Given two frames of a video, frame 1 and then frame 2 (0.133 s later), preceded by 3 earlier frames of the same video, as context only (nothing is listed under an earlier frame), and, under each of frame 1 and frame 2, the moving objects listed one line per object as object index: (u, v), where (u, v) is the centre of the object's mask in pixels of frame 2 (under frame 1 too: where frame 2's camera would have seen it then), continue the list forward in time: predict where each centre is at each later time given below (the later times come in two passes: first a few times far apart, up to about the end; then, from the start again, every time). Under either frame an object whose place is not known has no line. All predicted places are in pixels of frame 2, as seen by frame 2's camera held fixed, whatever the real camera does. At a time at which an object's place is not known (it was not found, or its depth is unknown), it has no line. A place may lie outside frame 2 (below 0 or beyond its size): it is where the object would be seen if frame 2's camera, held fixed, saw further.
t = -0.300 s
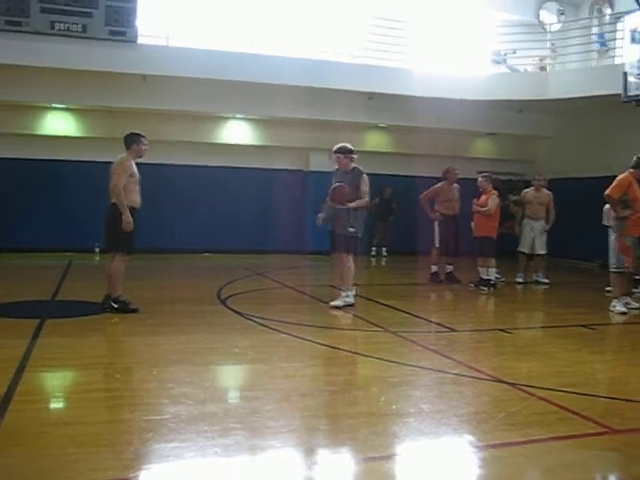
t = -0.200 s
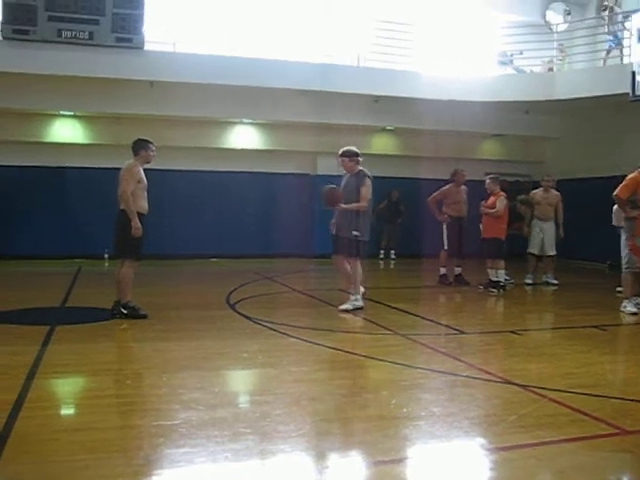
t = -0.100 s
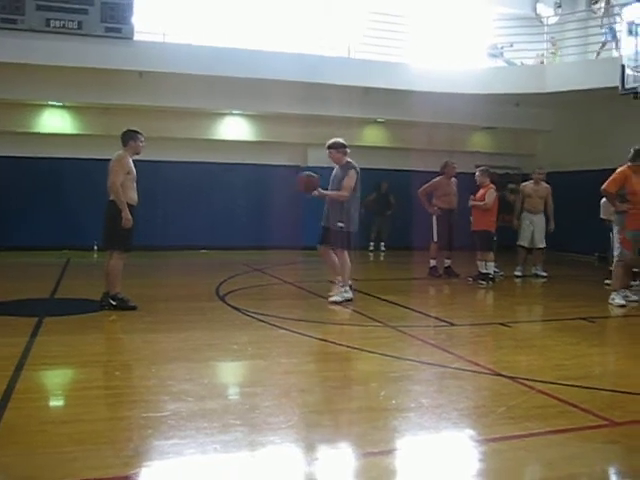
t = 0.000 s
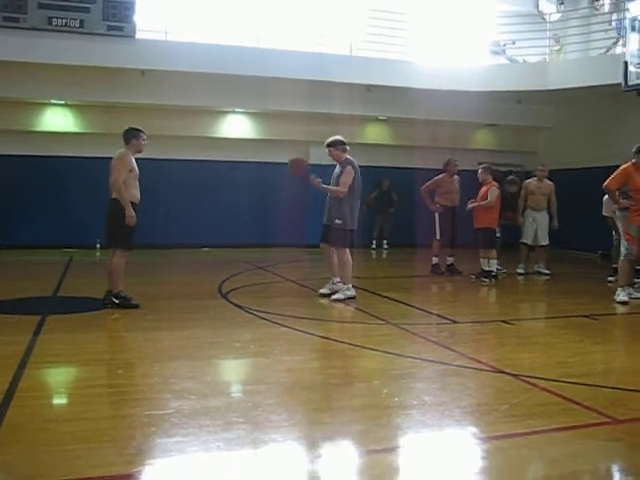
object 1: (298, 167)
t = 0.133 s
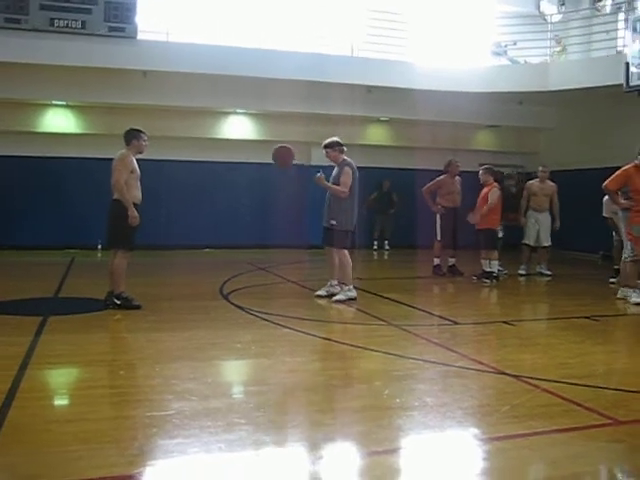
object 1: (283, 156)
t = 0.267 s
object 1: (267, 158)
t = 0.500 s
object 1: (238, 203)
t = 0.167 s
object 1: (279, 155)
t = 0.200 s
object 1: (275, 156)
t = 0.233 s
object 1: (271, 156)
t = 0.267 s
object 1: (267, 158)
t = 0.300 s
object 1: (262, 160)
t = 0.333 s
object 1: (256, 166)
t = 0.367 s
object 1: (254, 173)
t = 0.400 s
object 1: (250, 179)
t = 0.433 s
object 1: (246, 186)
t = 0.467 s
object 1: (240, 195)
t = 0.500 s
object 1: (238, 203)
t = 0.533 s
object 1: (234, 216)
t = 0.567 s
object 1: (230, 228)
